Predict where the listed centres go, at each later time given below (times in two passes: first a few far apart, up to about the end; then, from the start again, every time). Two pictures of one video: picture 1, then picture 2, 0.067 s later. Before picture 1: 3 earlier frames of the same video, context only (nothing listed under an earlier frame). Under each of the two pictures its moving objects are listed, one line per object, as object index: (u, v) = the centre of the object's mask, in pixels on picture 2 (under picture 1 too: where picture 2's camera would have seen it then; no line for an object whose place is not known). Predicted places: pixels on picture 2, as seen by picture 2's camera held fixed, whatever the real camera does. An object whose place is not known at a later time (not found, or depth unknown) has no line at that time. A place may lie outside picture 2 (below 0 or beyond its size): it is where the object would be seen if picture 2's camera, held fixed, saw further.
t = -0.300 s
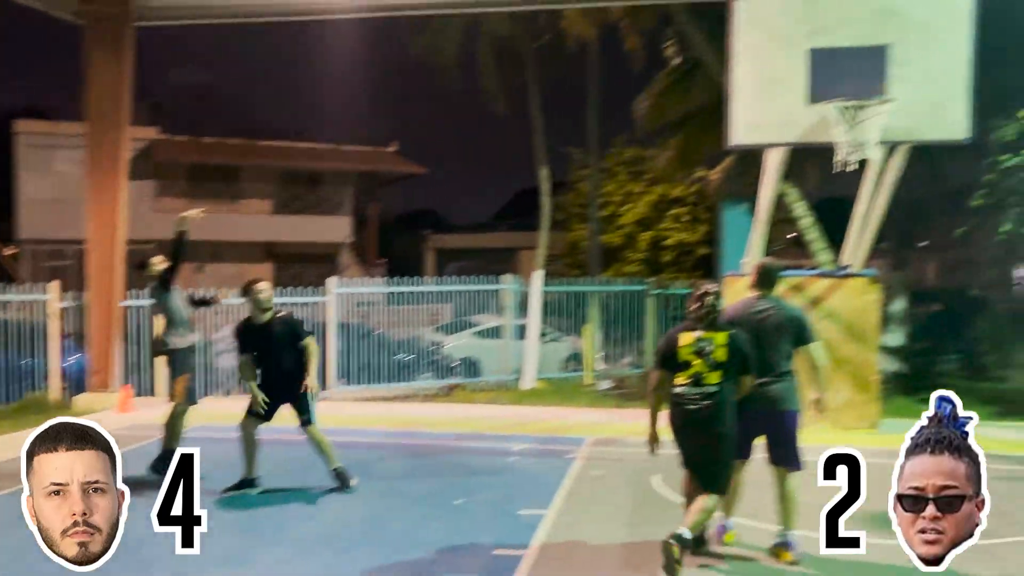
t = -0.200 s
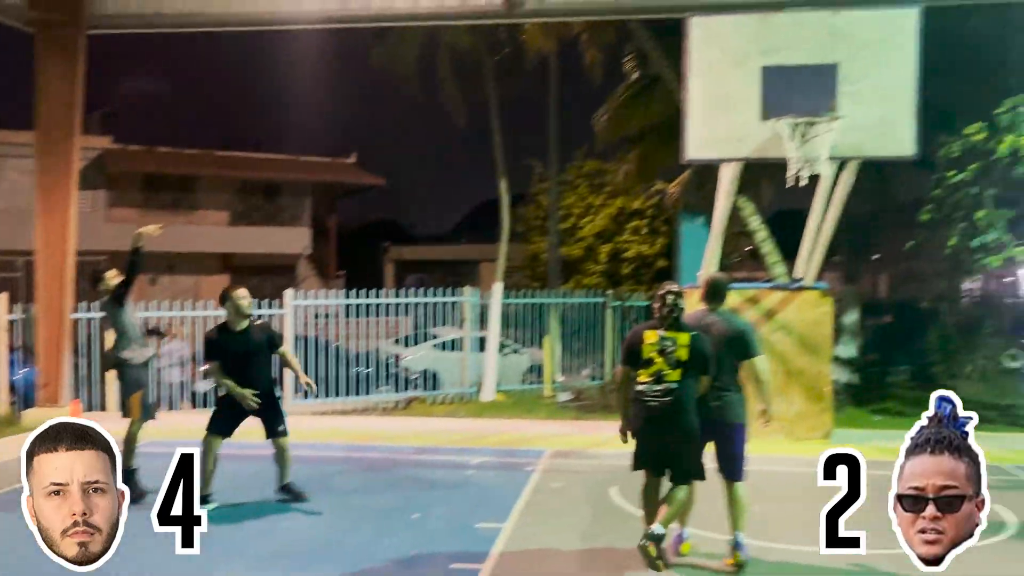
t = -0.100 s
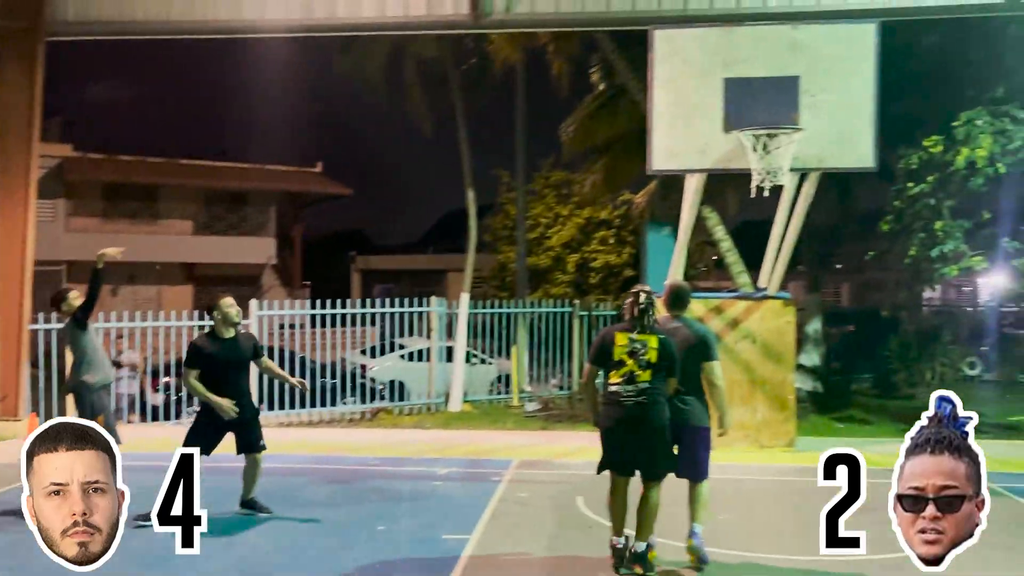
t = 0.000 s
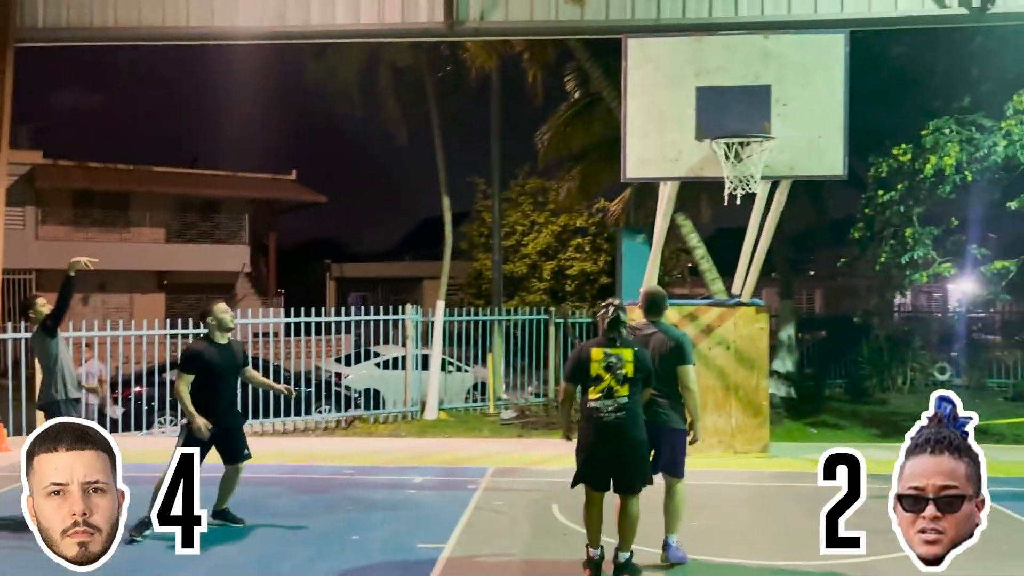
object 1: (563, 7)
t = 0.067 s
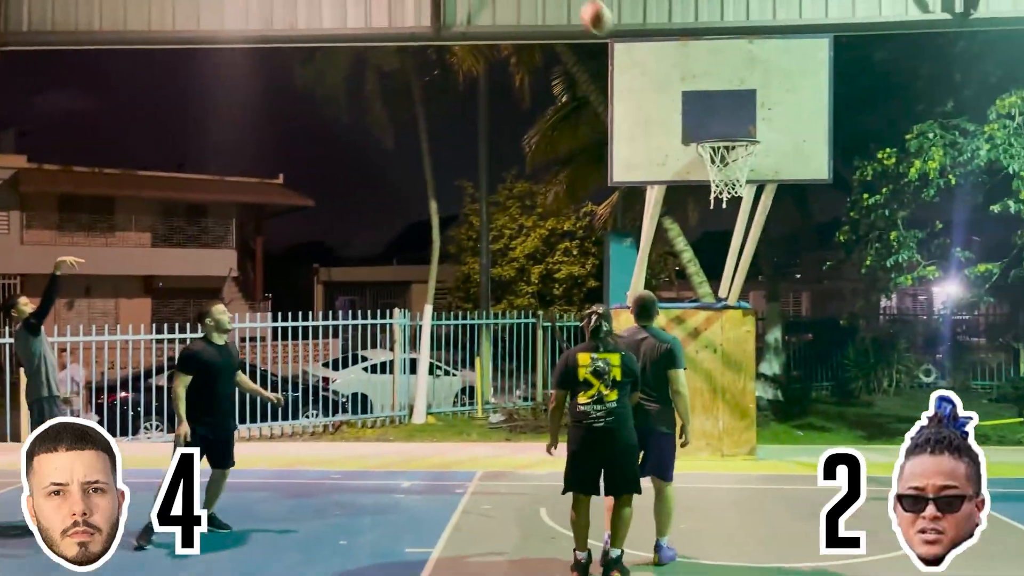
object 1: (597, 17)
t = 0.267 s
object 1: (698, 115)
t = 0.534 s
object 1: (716, 114)
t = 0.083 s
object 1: (605, 24)
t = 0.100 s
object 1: (613, 30)
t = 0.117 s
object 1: (622, 37)
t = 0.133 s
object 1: (630, 44)
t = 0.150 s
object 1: (639, 53)
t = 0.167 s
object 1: (647, 63)
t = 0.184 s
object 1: (656, 70)
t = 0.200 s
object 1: (664, 78)
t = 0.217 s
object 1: (674, 88)
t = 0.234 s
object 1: (683, 97)
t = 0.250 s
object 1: (692, 106)
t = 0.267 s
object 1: (698, 115)
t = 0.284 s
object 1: (706, 125)
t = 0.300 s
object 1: (714, 131)
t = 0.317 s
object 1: (721, 132)
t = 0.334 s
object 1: (730, 132)
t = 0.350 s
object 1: (737, 138)
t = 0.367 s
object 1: (742, 132)
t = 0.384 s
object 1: (740, 130)
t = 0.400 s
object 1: (738, 128)
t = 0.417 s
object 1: (735, 127)
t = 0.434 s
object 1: (732, 124)
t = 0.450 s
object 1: (730, 122)
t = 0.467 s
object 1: (727, 120)
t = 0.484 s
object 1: (724, 118)
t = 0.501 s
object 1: (721, 116)
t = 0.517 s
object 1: (719, 115)
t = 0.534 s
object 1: (716, 114)
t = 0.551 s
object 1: (713, 113)
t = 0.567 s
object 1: (710, 113)
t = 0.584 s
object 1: (707, 112)
